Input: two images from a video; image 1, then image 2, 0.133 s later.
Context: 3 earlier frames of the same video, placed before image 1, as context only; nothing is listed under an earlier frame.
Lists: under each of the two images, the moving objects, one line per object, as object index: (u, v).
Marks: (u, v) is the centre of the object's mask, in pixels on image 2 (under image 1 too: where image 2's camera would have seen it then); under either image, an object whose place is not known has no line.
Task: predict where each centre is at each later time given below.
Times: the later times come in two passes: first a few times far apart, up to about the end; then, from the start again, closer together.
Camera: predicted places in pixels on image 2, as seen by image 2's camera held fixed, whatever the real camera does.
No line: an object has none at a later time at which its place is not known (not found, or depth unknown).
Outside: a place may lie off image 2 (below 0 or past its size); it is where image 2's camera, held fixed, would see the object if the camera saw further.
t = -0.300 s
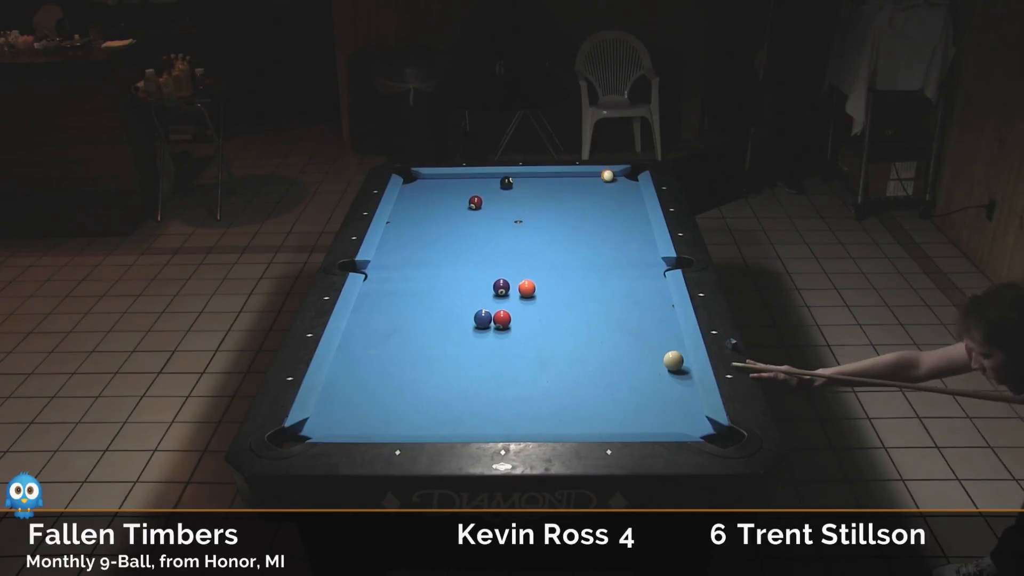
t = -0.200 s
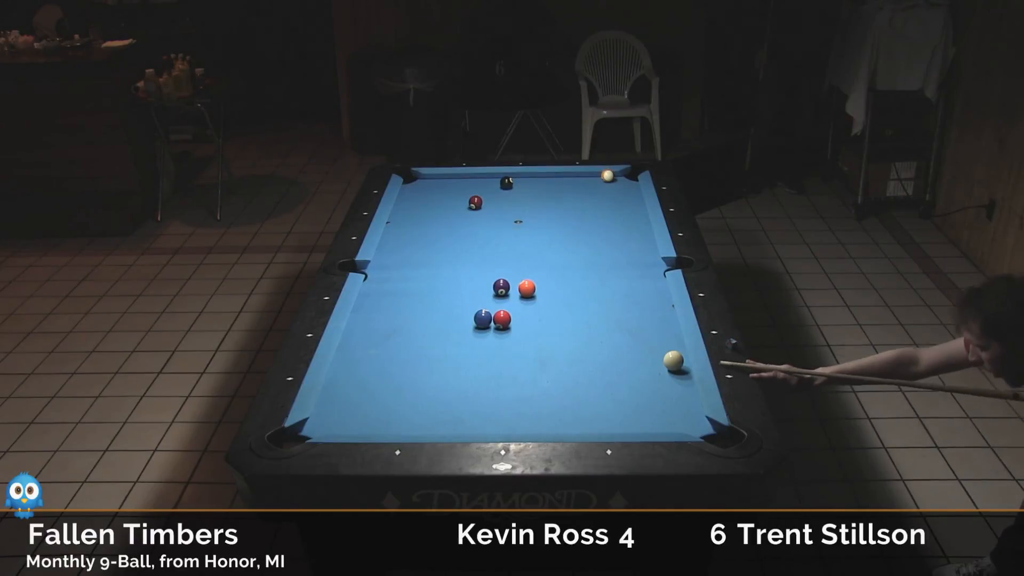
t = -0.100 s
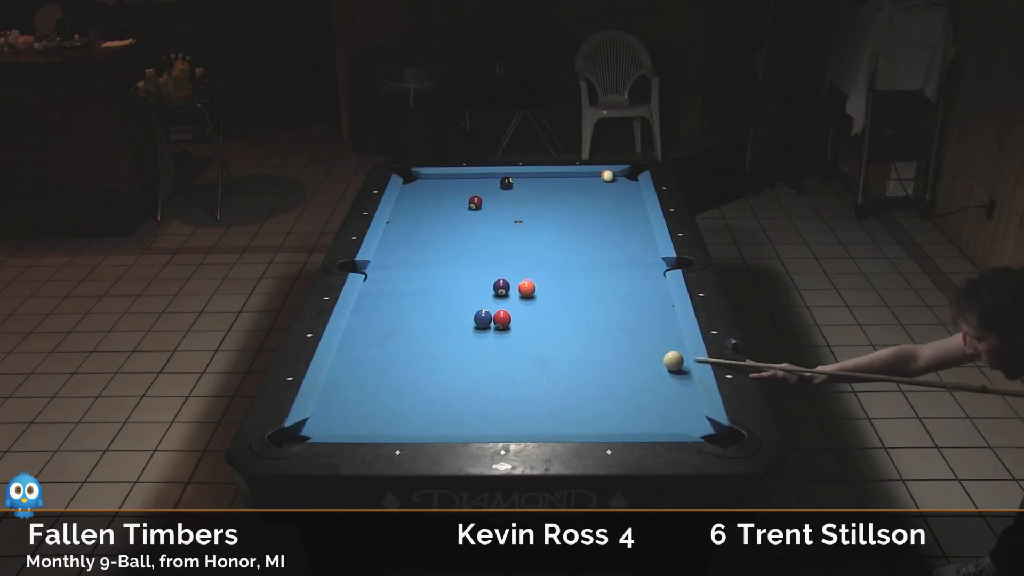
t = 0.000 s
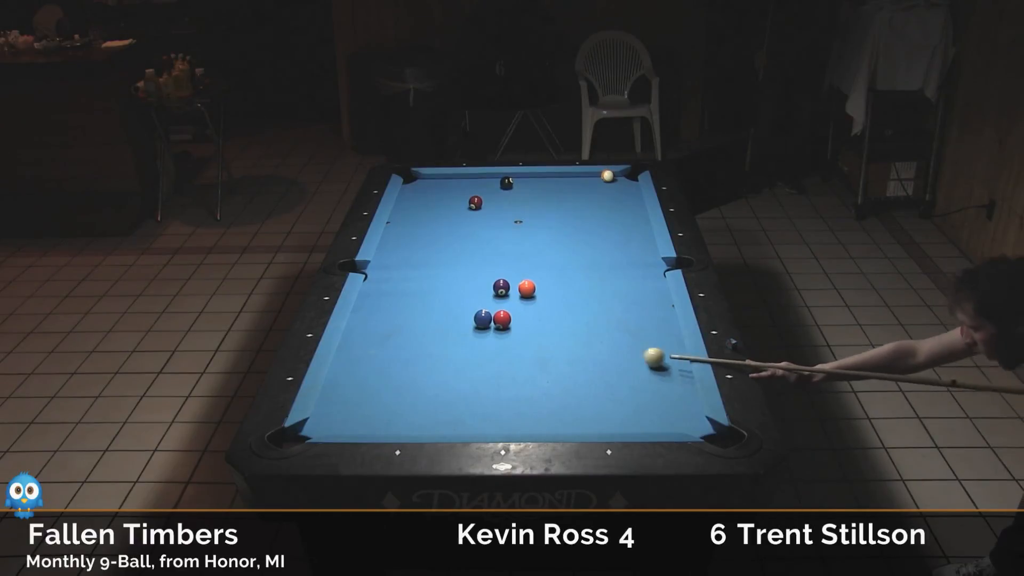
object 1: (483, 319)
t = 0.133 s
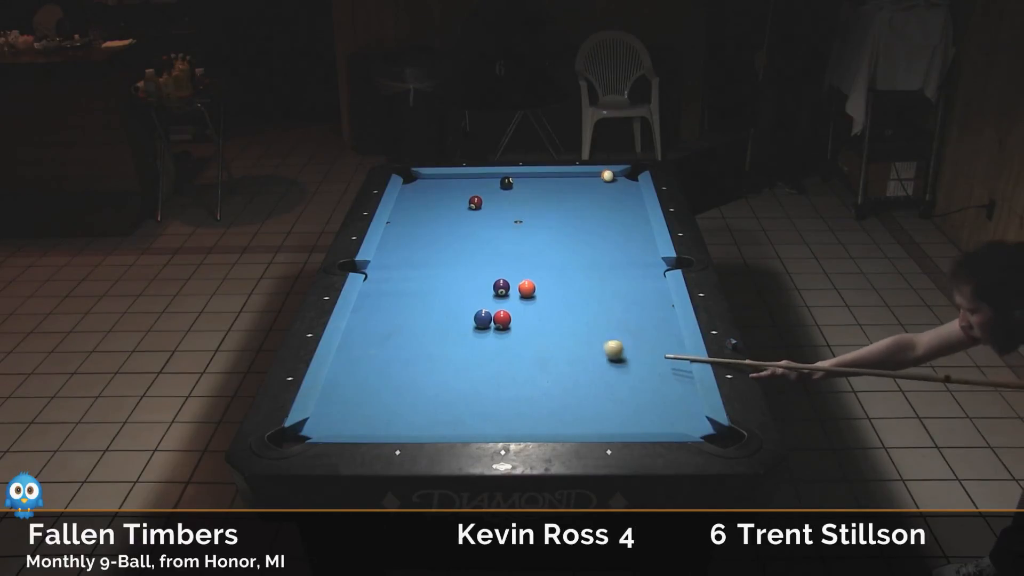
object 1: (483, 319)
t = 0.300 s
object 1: (483, 319)
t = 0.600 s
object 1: (481, 315)
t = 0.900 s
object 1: (471, 305)
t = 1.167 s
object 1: (463, 294)
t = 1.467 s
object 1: (454, 284)
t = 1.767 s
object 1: (447, 275)
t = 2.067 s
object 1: (440, 267)
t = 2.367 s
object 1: (435, 260)
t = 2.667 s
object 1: (430, 255)
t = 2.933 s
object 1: (426, 251)
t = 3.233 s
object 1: (423, 246)
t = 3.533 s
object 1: (421, 243)
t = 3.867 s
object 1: (419, 240)
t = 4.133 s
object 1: (418, 238)
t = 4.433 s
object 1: (417, 237)
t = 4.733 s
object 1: (417, 237)
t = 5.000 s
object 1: (417, 237)
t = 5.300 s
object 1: (417, 237)
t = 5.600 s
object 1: (417, 237)
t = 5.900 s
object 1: (417, 237)
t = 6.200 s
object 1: (417, 237)
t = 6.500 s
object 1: (417, 237)
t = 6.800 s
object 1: (416, 237)
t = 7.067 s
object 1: (416, 237)
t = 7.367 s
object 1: (416, 237)
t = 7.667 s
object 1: (416, 237)
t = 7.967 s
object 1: (417, 237)
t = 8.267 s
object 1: (417, 237)
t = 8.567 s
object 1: (417, 237)
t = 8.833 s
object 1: (417, 237)
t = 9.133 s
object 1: (417, 237)
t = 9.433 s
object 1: (416, 237)
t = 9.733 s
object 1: (416, 237)
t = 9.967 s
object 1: (417, 237)
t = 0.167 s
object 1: (483, 319)
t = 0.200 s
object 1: (483, 319)
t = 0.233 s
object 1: (483, 319)
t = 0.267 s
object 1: (483, 319)
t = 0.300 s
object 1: (483, 319)
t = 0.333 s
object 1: (483, 319)
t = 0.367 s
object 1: (483, 319)
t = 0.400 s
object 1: (483, 319)
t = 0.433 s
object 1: (483, 319)
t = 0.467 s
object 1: (483, 319)
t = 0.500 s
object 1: (483, 319)
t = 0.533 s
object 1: (483, 319)
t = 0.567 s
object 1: (481, 318)
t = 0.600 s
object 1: (481, 315)
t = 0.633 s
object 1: (481, 314)
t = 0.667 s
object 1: (480, 314)
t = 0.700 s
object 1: (478, 313)
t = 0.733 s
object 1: (477, 312)
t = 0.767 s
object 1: (476, 311)
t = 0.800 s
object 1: (475, 309)
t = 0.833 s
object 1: (473, 308)
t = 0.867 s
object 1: (472, 306)
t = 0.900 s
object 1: (471, 305)
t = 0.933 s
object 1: (470, 303)
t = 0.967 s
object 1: (469, 302)
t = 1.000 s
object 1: (468, 301)
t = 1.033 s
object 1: (467, 299)
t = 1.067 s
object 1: (466, 298)
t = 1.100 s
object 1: (465, 297)
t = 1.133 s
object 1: (464, 296)
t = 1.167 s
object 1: (463, 294)
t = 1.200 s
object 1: (462, 293)
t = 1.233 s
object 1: (461, 292)
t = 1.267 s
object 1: (460, 291)
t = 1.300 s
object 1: (459, 290)
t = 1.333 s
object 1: (458, 288)
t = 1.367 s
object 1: (457, 287)
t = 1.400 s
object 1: (456, 286)
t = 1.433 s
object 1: (455, 285)
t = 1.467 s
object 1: (454, 284)
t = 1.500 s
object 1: (453, 283)
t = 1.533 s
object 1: (453, 282)
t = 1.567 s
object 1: (452, 281)
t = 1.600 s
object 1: (451, 280)
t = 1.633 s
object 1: (450, 279)
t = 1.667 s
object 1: (449, 278)
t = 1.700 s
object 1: (448, 277)
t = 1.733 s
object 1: (448, 276)
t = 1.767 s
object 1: (447, 275)
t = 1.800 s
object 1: (446, 274)
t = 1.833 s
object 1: (445, 273)
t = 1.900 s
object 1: (444, 272)
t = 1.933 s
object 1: (443, 271)
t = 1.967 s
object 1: (442, 269)
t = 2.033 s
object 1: (441, 268)
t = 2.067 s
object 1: (440, 267)
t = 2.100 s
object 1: (440, 266)
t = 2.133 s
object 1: (439, 266)
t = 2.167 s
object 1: (438, 265)
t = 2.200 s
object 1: (438, 264)
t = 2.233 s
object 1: (437, 263)
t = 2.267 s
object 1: (437, 262)
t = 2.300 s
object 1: (436, 262)
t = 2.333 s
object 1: (435, 261)
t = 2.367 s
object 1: (435, 260)
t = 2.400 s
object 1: (434, 260)
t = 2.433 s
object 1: (433, 259)
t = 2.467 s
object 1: (433, 258)
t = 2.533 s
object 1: (432, 257)
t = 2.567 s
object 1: (432, 256)
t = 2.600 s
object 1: (431, 256)
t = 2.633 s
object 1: (431, 255)
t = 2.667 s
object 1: (430, 255)
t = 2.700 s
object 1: (430, 254)
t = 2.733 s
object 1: (429, 254)
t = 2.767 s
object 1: (429, 253)
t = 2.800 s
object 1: (428, 253)
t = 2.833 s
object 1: (428, 252)
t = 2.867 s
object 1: (427, 252)
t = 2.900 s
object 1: (427, 251)
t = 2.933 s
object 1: (426, 251)
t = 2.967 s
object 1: (426, 250)
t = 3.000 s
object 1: (425, 250)
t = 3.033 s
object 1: (425, 249)
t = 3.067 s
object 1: (425, 249)
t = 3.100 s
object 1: (424, 248)
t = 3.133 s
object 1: (424, 248)
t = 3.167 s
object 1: (424, 247)
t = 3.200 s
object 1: (423, 247)
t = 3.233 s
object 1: (423, 246)
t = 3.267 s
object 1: (423, 246)
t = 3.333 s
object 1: (422, 245)
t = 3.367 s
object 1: (422, 245)
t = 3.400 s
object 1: (422, 244)
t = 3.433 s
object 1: (422, 244)
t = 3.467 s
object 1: (421, 244)
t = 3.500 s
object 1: (421, 243)
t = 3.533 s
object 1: (421, 243)
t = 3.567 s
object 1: (420, 243)
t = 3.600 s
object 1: (420, 242)
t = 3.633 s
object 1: (420, 242)
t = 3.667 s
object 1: (420, 242)
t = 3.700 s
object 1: (420, 241)
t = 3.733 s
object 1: (419, 241)
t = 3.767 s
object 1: (419, 241)
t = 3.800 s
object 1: (419, 241)
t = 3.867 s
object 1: (419, 240)
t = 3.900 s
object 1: (419, 240)
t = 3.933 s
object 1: (418, 240)
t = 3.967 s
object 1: (418, 239)
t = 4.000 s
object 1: (418, 239)
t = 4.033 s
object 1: (418, 239)
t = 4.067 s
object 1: (418, 239)
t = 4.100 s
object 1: (418, 238)
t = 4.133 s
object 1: (418, 238)
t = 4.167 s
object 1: (418, 238)
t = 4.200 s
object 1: (418, 238)
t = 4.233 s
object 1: (417, 238)
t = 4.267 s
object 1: (417, 238)
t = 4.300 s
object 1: (417, 238)
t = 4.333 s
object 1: (417, 238)
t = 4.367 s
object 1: (417, 238)
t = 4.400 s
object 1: (417, 237)
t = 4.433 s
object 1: (417, 237)
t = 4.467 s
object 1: (417, 237)
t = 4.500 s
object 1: (417, 237)
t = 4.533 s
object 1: (417, 237)
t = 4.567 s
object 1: (417, 237)
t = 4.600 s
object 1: (417, 237)
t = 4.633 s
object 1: (417, 237)
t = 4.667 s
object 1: (417, 237)
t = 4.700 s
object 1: (417, 237)
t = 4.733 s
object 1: (417, 237)
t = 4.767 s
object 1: (417, 237)
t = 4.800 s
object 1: (416, 237)
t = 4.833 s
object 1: (417, 237)
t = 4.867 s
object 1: (417, 237)
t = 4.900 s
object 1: (417, 237)
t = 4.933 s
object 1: (417, 237)
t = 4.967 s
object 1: (417, 237)
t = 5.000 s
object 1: (417, 237)
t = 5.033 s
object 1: (417, 237)
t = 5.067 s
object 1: (417, 237)
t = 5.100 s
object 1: (417, 237)
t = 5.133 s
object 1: (417, 237)
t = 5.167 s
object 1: (417, 237)
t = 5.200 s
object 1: (417, 237)
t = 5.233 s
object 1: (417, 237)
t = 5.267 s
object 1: (417, 237)
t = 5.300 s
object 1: (417, 237)
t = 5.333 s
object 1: (417, 237)
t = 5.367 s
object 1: (417, 237)
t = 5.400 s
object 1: (417, 237)
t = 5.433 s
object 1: (417, 237)
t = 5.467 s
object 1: (417, 237)
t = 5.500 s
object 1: (417, 237)
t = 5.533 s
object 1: (417, 237)
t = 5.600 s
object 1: (417, 237)
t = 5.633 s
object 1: (417, 237)
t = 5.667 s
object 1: (417, 237)
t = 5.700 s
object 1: (417, 237)
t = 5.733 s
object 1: (417, 237)
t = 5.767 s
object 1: (417, 237)
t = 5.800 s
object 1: (417, 237)
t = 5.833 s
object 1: (417, 237)
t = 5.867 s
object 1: (417, 237)
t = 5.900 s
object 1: (417, 237)
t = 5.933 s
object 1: (417, 237)
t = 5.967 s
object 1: (417, 237)
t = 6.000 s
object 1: (417, 237)
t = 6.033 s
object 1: (416, 237)
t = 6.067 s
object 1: (417, 237)
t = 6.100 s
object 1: (417, 237)
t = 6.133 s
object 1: (417, 237)
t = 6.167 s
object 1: (417, 237)
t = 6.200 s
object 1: (417, 237)
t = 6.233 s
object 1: (417, 237)
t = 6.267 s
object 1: (417, 237)
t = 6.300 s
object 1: (417, 237)
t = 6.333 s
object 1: (417, 237)
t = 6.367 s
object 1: (417, 237)
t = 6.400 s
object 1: (417, 237)
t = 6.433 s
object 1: (417, 237)
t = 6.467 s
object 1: (417, 237)
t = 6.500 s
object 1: (417, 237)
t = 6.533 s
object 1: (416, 237)
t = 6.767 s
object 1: (416, 237)
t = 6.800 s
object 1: (416, 237)
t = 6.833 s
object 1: (416, 237)
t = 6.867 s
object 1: (416, 237)
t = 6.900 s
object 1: (417, 237)
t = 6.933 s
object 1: (416, 237)
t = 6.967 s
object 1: (416, 237)
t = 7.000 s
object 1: (416, 237)
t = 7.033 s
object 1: (416, 237)
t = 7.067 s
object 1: (416, 237)
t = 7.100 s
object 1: (416, 237)
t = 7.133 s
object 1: (416, 237)
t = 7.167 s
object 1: (416, 237)
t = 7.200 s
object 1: (416, 237)
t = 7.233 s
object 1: (416, 237)
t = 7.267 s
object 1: (416, 237)
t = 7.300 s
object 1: (416, 237)
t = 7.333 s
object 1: (416, 237)
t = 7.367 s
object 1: (416, 237)
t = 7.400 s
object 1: (416, 237)
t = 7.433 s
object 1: (416, 237)
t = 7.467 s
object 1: (416, 237)
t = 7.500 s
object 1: (416, 237)
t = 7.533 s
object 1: (416, 237)
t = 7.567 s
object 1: (416, 237)
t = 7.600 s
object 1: (416, 237)
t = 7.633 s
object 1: (416, 237)
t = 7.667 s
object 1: (416, 237)
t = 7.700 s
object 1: (416, 237)
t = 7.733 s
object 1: (416, 237)
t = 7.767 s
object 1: (416, 237)
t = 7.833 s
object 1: (416, 237)
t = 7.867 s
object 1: (417, 237)
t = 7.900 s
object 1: (417, 237)
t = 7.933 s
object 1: (417, 237)
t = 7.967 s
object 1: (417, 237)
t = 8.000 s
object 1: (417, 237)
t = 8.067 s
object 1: (417, 237)
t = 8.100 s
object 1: (417, 237)
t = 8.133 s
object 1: (417, 237)
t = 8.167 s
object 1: (417, 237)
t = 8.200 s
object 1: (417, 237)
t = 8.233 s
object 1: (417, 237)
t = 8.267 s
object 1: (417, 237)
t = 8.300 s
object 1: (417, 237)
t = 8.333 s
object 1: (417, 237)
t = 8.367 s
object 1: (417, 237)
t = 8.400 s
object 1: (417, 237)
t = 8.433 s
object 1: (417, 237)
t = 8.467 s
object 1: (417, 237)
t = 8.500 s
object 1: (417, 237)
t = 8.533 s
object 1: (417, 237)
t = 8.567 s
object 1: (417, 237)
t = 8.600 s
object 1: (417, 237)
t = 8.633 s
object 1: (417, 237)
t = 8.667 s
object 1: (417, 237)
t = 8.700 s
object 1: (417, 237)
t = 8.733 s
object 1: (417, 237)
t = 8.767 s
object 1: (417, 237)
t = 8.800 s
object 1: (417, 237)
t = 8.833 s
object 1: (417, 237)
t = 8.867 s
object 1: (416, 237)
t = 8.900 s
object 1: (417, 237)
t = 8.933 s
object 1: (417, 237)
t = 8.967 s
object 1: (416, 237)
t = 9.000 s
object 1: (416, 237)
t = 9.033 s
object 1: (417, 237)
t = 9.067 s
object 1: (417, 237)
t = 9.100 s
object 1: (417, 237)
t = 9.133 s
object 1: (417, 237)
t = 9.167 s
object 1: (417, 237)
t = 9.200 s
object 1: (417, 237)
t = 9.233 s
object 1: (417, 237)
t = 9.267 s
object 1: (417, 237)
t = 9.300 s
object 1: (417, 237)
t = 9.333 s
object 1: (417, 237)
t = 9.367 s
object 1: (416, 237)
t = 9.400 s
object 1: (416, 237)
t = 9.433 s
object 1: (416, 237)
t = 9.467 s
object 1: (416, 237)
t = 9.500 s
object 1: (416, 237)
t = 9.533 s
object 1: (417, 237)
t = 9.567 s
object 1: (417, 237)
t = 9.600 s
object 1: (416, 237)
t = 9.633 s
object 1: (417, 237)
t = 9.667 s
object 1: (416, 237)
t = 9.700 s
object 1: (416, 237)
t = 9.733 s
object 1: (416, 237)
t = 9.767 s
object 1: (416, 237)
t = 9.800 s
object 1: (416, 237)
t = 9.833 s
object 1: (416, 237)
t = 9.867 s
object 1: (416, 237)
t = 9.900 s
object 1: (416, 237)
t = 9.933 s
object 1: (416, 237)
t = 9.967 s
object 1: (417, 237)
